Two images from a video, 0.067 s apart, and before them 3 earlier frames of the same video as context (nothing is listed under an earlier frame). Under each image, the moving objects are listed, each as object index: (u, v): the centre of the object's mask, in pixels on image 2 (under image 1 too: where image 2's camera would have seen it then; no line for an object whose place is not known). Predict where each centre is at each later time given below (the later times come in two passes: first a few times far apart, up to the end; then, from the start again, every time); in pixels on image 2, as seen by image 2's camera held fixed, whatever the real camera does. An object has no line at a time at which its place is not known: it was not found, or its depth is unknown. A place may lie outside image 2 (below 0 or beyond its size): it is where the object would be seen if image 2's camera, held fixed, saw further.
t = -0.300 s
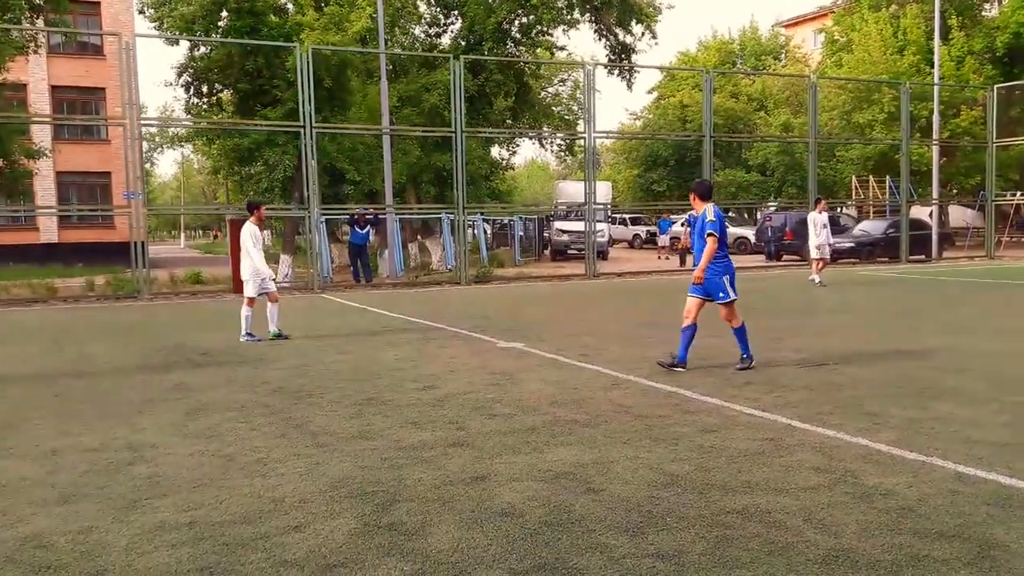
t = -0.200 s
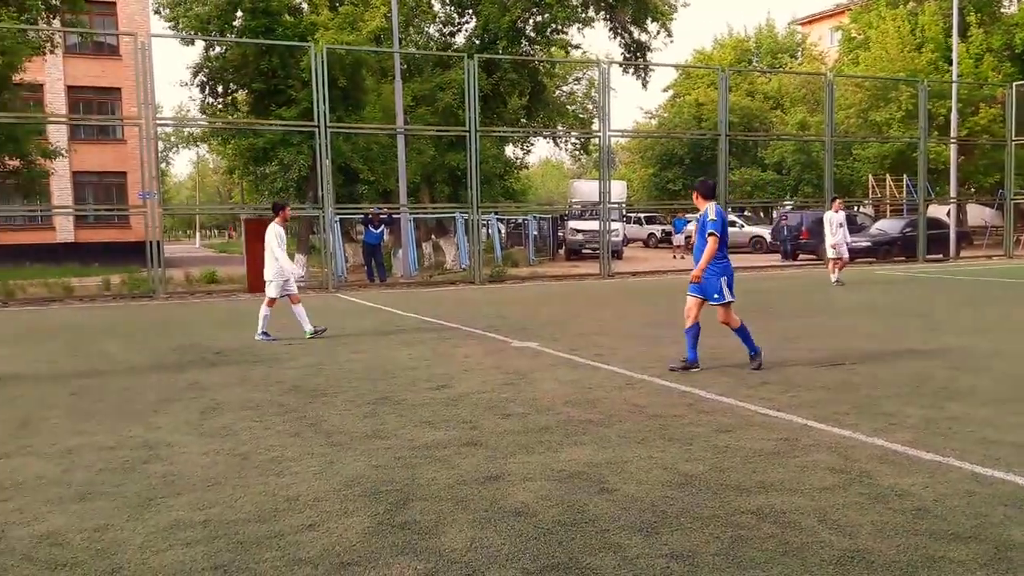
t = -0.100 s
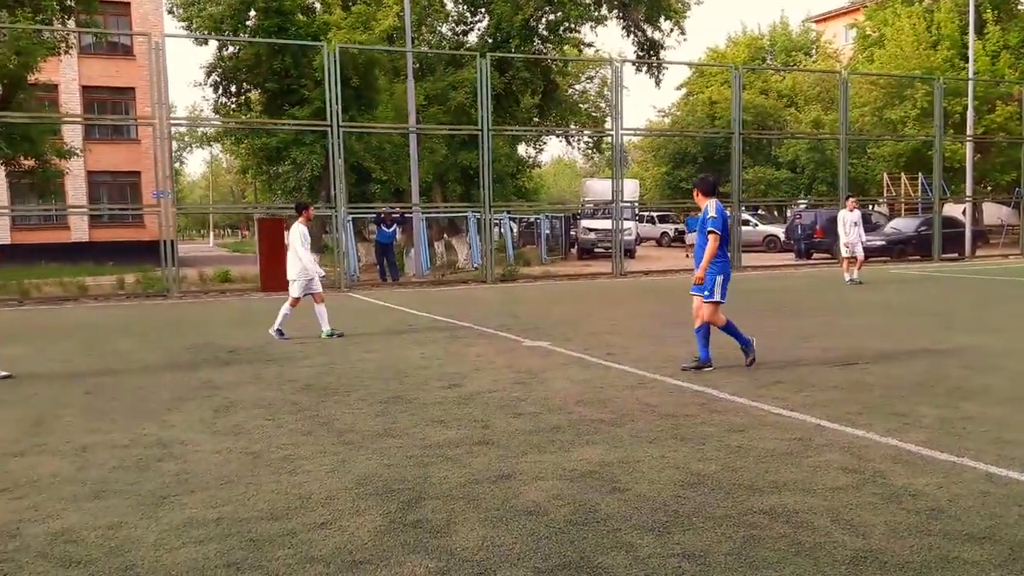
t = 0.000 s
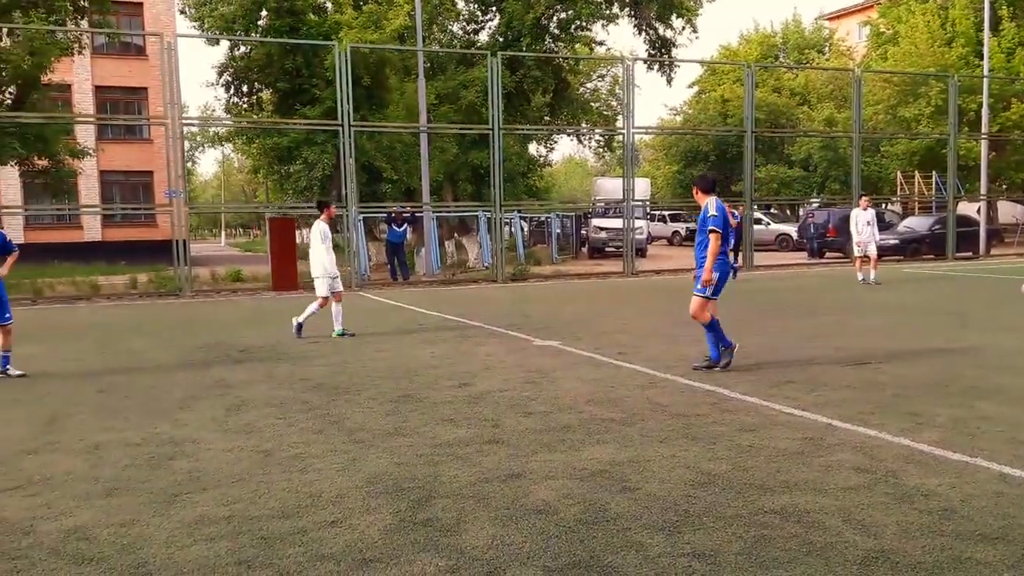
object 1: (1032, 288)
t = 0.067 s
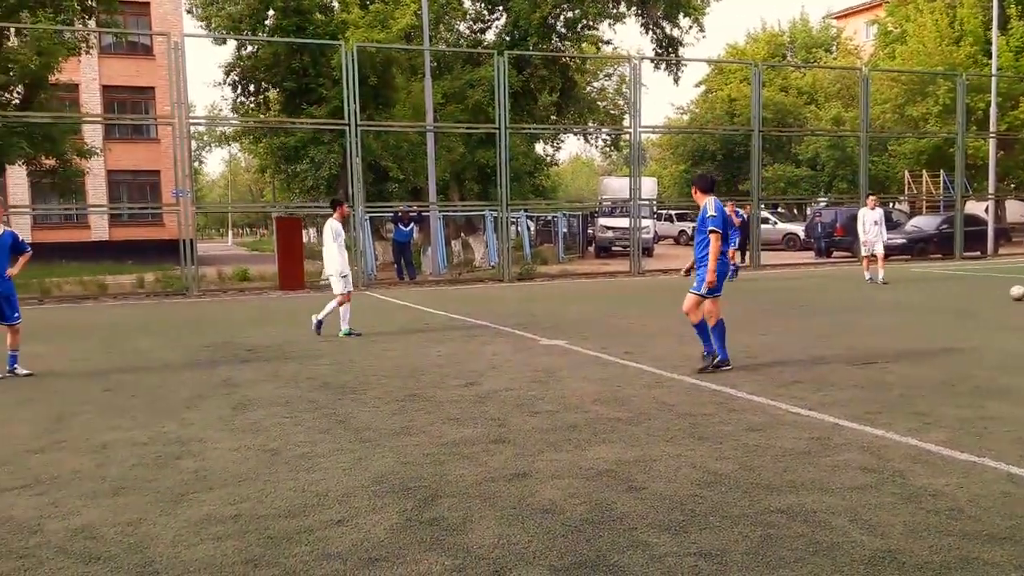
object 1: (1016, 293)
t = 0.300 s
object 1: (942, 303)
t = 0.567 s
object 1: (863, 312)
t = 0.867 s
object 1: (776, 326)
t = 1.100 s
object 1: (700, 335)
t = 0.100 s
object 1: (1006, 295)
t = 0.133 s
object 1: (995, 296)
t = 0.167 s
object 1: (985, 297)
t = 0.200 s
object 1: (973, 299)
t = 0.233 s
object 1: (963, 301)
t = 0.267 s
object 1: (952, 302)
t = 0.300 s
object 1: (942, 303)
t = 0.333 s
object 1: (931, 304)
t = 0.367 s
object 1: (921, 306)
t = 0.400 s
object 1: (911, 307)
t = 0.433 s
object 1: (901, 308)
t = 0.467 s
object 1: (892, 310)
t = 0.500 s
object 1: (882, 311)
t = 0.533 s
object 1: (872, 311)
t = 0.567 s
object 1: (863, 312)
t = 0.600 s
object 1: (853, 314)
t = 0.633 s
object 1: (843, 317)
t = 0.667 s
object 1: (834, 317)
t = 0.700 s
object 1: (825, 319)
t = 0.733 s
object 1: (816, 320)
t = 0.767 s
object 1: (806, 321)
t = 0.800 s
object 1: (796, 322)
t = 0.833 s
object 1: (786, 324)
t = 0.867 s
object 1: (776, 326)
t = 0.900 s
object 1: (765, 326)
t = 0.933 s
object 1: (755, 327)
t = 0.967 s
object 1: (745, 329)
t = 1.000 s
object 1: (734, 331)
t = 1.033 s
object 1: (722, 333)
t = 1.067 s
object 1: (711, 334)
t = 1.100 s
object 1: (700, 335)
